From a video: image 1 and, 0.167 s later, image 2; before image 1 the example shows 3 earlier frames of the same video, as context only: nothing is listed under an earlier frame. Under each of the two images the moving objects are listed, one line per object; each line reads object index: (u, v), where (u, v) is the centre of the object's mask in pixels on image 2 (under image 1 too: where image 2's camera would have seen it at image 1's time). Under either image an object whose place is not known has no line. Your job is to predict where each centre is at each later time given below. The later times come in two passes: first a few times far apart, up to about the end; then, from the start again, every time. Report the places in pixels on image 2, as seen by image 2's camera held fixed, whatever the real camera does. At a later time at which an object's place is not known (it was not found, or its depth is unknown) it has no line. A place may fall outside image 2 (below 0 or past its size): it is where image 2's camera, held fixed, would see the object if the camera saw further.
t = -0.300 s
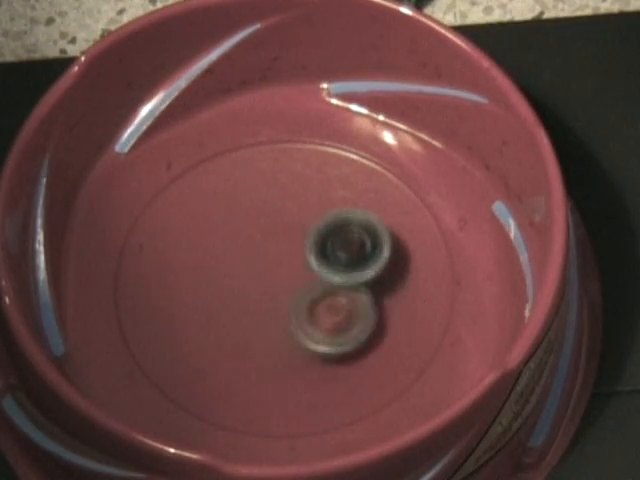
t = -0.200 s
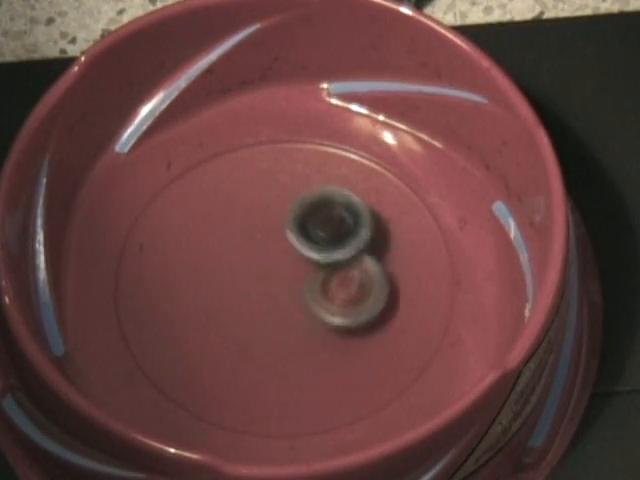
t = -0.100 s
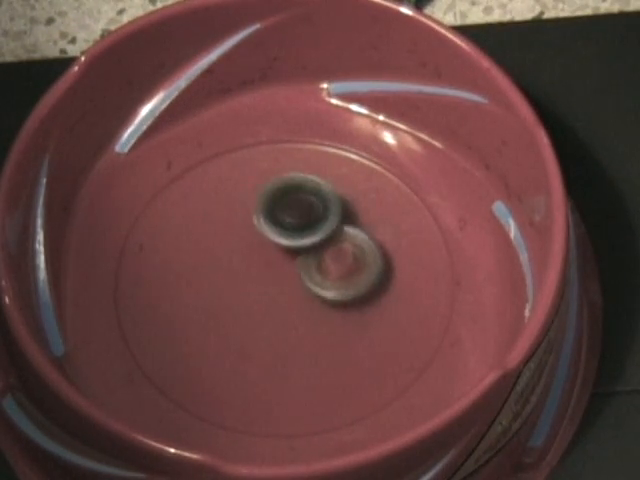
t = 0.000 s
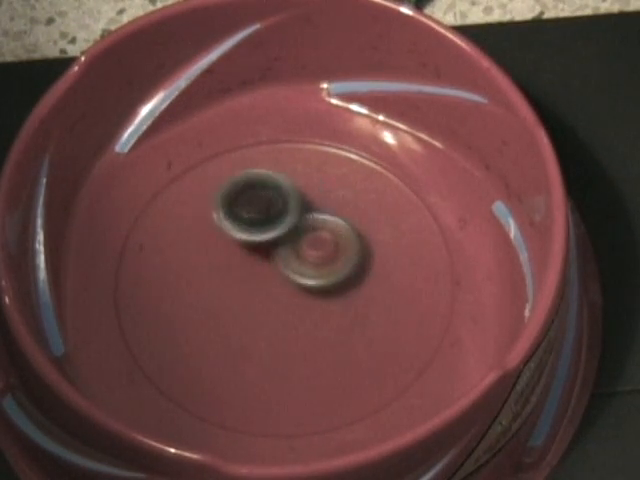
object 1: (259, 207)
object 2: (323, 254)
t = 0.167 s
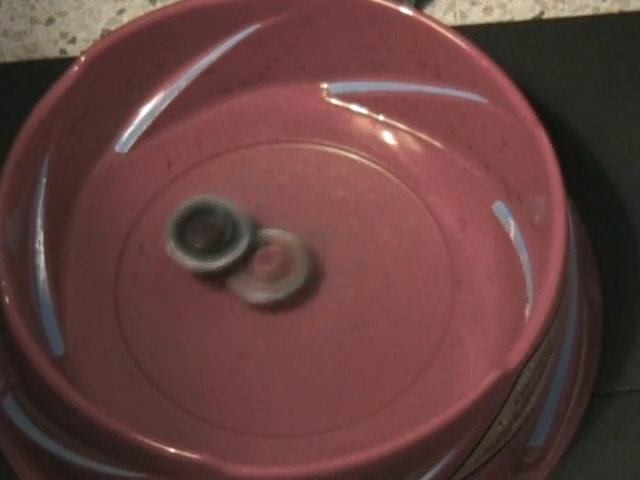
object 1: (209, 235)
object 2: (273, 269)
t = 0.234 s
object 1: (200, 253)
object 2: (263, 287)
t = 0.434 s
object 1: (213, 305)
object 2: (301, 331)
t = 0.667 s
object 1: (297, 320)
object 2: (358, 290)
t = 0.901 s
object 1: (350, 282)
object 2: (296, 238)
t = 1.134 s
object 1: (328, 234)
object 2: (234, 285)
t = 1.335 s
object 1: (268, 236)
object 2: (266, 339)
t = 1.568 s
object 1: (233, 286)
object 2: (339, 311)
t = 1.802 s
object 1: (275, 323)
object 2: (315, 247)
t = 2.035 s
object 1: (331, 287)
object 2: (238, 254)
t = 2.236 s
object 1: (328, 237)
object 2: (233, 309)
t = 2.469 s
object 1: (271, 222)
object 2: (312, 322)
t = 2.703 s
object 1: (242, 271)
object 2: (337, 256)
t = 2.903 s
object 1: (273, 314)
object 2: (280, 228)
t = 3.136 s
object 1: (333, 305)
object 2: (235, 282)
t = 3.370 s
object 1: (335, 254)
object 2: (298, 329)
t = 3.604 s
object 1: (274, 233)
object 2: (352, 284)
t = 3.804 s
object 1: (231, 258)
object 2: (319, 242)
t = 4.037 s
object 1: (252, 309)
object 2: (245, 251)
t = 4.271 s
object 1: (317, 320)
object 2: (246, 313)
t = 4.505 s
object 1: (389, 282)
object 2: (284, 313)
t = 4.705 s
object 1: (374, 236)
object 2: (299, 281)
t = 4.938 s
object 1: (304, 222)
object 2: (248, 268)
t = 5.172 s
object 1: (249, 235)
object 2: (227, 316)
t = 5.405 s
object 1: (239, 283)
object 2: (297, 331)
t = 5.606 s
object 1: (276, 310)
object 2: (340, 278)
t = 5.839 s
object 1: (328, 291)
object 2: (292, 228)
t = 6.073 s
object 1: (328, 247)
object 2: (238, 260)
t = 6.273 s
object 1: (283, 235)
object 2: (263, 310)
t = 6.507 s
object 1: (242, 270)
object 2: (331, 305)
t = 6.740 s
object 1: (267, 314)
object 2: (338, 254)
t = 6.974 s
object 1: (326, 292)
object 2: (269, 250)
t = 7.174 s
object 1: (328, 245)
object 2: (251, 298)
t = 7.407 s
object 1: (275, 226)
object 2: (304, 335)
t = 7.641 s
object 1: (238, 272)
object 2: (341, 291)
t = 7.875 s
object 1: (274, 320)
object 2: (292, 249)
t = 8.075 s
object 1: (326, 310)
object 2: (240, 269)
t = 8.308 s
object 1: (342, 260)
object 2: (246, 319)
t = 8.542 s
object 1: (298, 227)
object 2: (314, 316)
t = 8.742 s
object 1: (260, 231)
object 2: (331, 267)
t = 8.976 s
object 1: (238, 269)
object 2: (287, 229)
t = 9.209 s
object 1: (251, 324)
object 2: (244, 251)
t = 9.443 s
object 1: (309, 344)
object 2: (270, 281)
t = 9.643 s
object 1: (355, 329)
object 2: (293, 262)
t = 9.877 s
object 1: (357, 274)
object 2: (287, 262)
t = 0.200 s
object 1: (203, 243)
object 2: (266, 277)
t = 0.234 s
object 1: (200, 253)
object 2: (263, 287)
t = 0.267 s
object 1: (196, 261)
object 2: (266, 299)
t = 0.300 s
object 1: (194, 270)
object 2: (270, 308)
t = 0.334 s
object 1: (196, 279)
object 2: (274, 316)
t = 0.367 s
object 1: (199, 289)
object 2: (282, 322)
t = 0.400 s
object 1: (205, 297)
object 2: (292, 328)
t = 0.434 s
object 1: (213, 305)
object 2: (301, 331)
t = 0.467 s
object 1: (221, 312)
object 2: (310, 332)
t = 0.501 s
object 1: (233, 318)
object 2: (323, 330)
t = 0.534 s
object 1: (245, 322)
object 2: (333, 327)
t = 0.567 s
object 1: (258, 324)
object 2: (343, 321)
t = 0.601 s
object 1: (272, 324)
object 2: (351, 313)
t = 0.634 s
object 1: (285, 323)
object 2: (354, 301)
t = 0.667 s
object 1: (297, 320)
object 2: (358, 290)
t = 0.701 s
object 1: (305, 318)
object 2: (359, 276)
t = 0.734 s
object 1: (314, 314)
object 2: (356, 264)
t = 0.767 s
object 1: (325, 310)
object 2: (347, 252)
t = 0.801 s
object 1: (333, 305)
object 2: (334, 244)
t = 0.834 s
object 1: (341, 298)
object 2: (319, 239)
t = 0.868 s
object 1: (346, 291)
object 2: (306, 237)
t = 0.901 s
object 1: (350, 282)
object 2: (296, 238)
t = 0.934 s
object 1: (352, 274)
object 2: (283, 242)
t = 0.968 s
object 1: (352, 265)
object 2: (273, 247)
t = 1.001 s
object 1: (351, 257)
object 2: (261, 250)
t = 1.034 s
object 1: (348, 250)
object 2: (251, 257)
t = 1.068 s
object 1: (343, 243)
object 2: (244, 265)
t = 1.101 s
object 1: (335, 238)
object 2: (237, 274)
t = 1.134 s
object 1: (328, 234)
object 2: (234, 285)
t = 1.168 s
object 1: (318, 231)
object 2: (235, 297)
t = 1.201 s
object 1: (309, 229)
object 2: (236, 308)
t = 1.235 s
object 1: (298, 229)
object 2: (239, 317)
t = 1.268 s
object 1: (288, 230)
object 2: (247, 327)
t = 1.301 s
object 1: (278, 233)
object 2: (254, 334)
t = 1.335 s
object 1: (268, 236)
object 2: (266, 339)
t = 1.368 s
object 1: (261, 240)
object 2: (277, 342)
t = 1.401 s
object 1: (254, 247)
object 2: (290, 343)
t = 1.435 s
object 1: (245, 253)
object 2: (302, 340)
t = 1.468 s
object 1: (239, 260)
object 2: (315, 336)
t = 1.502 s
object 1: (236, 269)
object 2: (325, 329)
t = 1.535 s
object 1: (233, 277)
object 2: (333, 321)
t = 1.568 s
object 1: (233, 286)
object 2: (339, 311)
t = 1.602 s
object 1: (235, 294)
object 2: (342, 300)
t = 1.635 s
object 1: (238, 301)
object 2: (343, 290)
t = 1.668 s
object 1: (242, 308)
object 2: (341, 279)
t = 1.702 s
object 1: (247, 313)
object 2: (338, 269)
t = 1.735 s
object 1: (255, 318)
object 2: (332, 260)
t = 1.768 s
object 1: (263, 321)
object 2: (324, 254)
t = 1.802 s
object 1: (275, 323)
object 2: (315, 247)
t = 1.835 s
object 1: (285, 323)
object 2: (303, 242)
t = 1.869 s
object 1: (296, 320)
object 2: (293, 239)
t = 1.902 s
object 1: (303, 315)
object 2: (281, 239)
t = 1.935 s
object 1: (313, 310)
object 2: (269, 239)
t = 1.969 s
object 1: (320, 303)
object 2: (258, 241)
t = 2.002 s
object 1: (327, 296)
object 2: (248, 248)
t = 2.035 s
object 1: (331, 287)
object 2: (238, 254)
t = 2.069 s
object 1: (335, 278)
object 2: (233, 263)
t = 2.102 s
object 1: (336, 270)
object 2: (229, 272)
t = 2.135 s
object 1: (335, 259)
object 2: (226, 282)
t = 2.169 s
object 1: (335, 251)
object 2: (227, 292)
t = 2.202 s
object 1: (333, 243)
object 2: (229, 301)
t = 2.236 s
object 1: (328, 237)
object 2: (233, 309)
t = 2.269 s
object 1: (321, 231)
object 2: (242, 317)
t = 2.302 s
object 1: (314, 226)
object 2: (252, 323)
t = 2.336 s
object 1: (306, 223)
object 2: (264, 328)
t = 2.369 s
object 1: (298, 220)
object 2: (277, 330)
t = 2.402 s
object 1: (289, 219)
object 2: (288, 330)
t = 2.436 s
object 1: (280, 220)
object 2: (301, 327)
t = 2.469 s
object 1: (271, 222)
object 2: (312, 322)
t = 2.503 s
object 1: (264, 226)
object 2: (322, 315)
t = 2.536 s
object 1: (256, 231)
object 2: (330, 306)
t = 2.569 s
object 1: (250, 238)
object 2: (336, 297)
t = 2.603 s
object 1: (245, 246)
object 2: (340, 287)
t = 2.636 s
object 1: (242, 253)
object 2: (341, 276)
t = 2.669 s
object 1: (241, 262)
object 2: (341, 266)
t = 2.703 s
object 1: (242, 271)
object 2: (337, 256)
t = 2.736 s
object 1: (244, 280)
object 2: (332, 248)
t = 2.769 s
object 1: (245, 289)
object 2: (322, 240)
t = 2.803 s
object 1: (252, 296)
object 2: (313, 235)
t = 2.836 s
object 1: (259, 303)
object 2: (303, 231)
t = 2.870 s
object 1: (266, 309)
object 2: (291, 227)
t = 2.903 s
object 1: (273, 314)
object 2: (280, 228)
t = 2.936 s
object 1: (281, 316)
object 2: (268, 229)
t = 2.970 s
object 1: (293, 319)
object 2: (258, 235)
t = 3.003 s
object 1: (301, 318)
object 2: (248, 243)
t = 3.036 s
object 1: (312, 317)
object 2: (241, 252)
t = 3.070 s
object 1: (317, 314)
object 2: (236, 261)
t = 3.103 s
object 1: (326, 310)
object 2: (234, 272)
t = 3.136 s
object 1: (333, 305)
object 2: (235, 282)
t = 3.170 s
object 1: (337, 298)
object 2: (237, 292)
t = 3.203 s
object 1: (341, 291)
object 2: (243, 303)
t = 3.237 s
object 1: (342, 283)
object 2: (251, 313)
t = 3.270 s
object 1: (342, 275)
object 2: (261, 320)
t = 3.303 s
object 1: (341, 268)
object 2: (271, 325)
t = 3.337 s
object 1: (337, 260)
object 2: (285, 328)
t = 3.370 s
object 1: (335, 254)
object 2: (298, 329)
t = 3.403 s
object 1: (330, 248)
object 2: (309, 327)
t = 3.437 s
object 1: (322, 243)
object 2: (320, 324)
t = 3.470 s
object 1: (313, 239)
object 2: (330, 319)
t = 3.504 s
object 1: (303, 236)
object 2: (339, 312)
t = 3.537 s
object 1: (293, 234)
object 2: (345, 304)
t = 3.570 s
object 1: (284, 233)
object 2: (350, 295)
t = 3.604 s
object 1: (274, 233)
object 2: (352, 284)
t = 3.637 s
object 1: (265, 234)
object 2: (351, 275)
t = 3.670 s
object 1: (255, 237)
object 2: (349, 265)
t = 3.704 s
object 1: (247, 241)
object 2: (344, 257)
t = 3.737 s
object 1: (240, 246)
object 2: (337, 250)
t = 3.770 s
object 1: (235, 252)
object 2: (328, 245)
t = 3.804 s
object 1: (231, 258)
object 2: (319, 242)
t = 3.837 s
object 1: (229, 266)
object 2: (309, 239)
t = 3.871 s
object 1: (229, 273)
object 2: (299, 237)
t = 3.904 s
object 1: (230, 280)
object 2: (287, 236)
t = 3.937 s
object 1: (233, 288)
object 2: (279, 239)
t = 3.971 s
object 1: (238, 293)
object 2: (269, 240)
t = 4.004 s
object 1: (244, 299)
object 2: (258, 245)
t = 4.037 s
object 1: (252, 309)
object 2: (245, 251)
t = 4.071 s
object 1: (259, 315)
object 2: (240, 257)
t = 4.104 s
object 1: (268, 319)
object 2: (236, 267)
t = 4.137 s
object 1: (278, 322)
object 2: (233, 277)
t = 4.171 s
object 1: (288, 325)
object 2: (232, 287)
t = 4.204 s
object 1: (298, 325)
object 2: (234, 296)
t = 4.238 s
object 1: (307, 323)
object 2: (238, 306)
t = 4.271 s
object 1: (317, 320)
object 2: (246, 313)
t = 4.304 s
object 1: (326, 317)
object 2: (255, 319)
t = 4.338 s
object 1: (345, 314)
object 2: (264, 321)
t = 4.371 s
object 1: (359, 311)
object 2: (266, 320)
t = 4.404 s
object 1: (368, 307)
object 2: (269, 319)
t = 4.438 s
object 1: (377, 299)
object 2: (273, 318)
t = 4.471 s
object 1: (383, 291)
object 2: (279, 316)
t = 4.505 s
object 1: (389, 282)
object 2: (284, 313)
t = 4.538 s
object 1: (390, 272)
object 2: (290, 309)
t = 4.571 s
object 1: (391, 264)
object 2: (295, 305)
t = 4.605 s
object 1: (389, 256)
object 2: (298, 301)
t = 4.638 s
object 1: (385, 248)
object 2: (300, 295)
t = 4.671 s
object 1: (381, 242)
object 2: (300, 289)
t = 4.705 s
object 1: (374, 236)
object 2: (299, 281)
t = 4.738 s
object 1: (365, 232)
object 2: (296, 275)
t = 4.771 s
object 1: (351, 227)
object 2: (290, 270)
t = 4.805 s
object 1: (342, 224)
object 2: (284, 267)
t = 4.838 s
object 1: (333, 222)
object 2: (273, 264)
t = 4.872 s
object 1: (326, 222)
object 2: (264, 263)
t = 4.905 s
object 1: (315, 222)
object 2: (256, 265)
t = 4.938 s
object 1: (304, 222)
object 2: (248, 268)
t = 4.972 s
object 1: (296, 223)
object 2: (241, 272)
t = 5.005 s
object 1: (285, 224)
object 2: (235, 277)
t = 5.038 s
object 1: (273, 224)
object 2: (230, 285)
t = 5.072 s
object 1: (271, 225)
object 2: (224, 291)
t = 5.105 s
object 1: (264, 227)
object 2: (222, 300)
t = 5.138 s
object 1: (256, 230)
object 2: (223, 308)
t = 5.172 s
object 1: (249, 235)
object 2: (227, 316)
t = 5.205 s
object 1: (243, 240)
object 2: (234, 323)
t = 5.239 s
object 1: (238, 246)
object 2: (243, 329)
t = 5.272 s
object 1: (234, 253)
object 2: (252, 333)
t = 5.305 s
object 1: (233, 260)
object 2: (262, 335)
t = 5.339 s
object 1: (231, 267)
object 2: (273, 336)
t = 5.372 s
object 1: (234, 275)
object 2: (285, 335)
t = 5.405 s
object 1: (239, 283)
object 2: (297, 331)
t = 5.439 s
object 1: (242, 290)
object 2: (308, 326)
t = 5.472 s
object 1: (247, 295)
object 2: (319, 319)
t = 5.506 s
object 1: (253, 300)
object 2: (328, 311)
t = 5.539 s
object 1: (260, 304)
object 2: (335, 302)
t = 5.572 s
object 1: (267, 307)
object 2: (340, 290)
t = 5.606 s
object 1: (276, 310)
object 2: (340, 278)
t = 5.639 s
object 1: (284, 310)
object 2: (338, 265)
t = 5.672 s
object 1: (293, 309)
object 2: (331, 253)
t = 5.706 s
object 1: (301, 307)
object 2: (324, 245)
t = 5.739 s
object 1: (310, 305)
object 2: (316, 239)
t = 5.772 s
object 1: (317, 301)
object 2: (310, 234)
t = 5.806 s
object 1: (323, 296)
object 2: (300, 230)
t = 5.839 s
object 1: (328, 291)
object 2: (292, 228)
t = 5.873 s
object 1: (332, 284)
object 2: (283, 228)
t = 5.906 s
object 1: (335, 278)
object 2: (273, 230)
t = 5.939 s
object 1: (336, 271)
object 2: (263, 233)
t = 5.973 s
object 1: (336, 264)
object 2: (254, 237)
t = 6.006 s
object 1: (335, 258)
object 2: (247, 244)
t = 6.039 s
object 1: (333, 251)
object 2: (241, 251)
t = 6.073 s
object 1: (328, 247)
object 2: (238, 260)
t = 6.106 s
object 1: (321, 241)
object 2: (236, 268)
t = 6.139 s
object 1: (317, 239)
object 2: (237, 276)
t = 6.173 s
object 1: (310, 236)
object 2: (241, 286)
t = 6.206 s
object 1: (298, 234)
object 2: (247, 296)
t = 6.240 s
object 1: (291, 234)
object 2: (255, 304)
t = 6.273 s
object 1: (283, 235)
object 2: (263, 310)
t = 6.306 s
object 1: (276, 238)
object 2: (274, 315)
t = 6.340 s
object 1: (268, 241)
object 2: (284, 317)
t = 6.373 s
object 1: (261, 245)
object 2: (294, 318)
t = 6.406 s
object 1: (255, 250)
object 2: (305, 317)
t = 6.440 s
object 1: (249, 256)
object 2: (314, 314)
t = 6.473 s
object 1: (245, 263)
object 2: (323, 310)
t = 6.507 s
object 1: (242, 270)
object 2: (331, 305)
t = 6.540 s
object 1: (241, 278)
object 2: (338, 299)
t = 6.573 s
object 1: (241, 286)
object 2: (344, 292)
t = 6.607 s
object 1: (242, 293)
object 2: (347, 285)
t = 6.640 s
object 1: (247, 300)
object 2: (348, 276)
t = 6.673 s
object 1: (253, 306)
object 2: (347, 267)
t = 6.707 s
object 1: (259, 310)
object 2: (343, 259)
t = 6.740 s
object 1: (267, 314)
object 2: (338, 254)
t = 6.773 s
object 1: (277, 316)
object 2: (329, 248)
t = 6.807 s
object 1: (287, 316)
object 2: (322, 245)
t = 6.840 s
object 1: (296, 315)
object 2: (311, 241)
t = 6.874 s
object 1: (306, 311)
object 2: (300, 240)
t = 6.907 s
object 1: (313, 306)
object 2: (290, 241)
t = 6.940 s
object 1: (319, 300)
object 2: (280, 245)
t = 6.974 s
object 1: (326, 292)
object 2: (269, 250)
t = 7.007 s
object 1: (330, 285)
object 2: (262, 257)
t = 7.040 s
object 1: (332, 277)
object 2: (256, 266)
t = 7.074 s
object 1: (334, 269)
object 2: (253, 276)
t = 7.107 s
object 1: (334, 260)
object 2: (251, 284)
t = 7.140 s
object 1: (333, 252)
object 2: (250, 291)
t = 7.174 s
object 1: (328, 245)
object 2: (251, 298)
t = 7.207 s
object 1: (323, 238)
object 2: (256, 310)
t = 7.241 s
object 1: (316, 232)
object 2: (260, 316)
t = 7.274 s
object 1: (312, 228)
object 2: (268, 325)
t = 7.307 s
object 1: (303, 226)
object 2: (275, 330)
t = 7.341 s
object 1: (291, 224)
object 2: (285, 334)
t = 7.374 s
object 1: (284, 224)
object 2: (294, 336)
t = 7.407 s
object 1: (275, 226)
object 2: (304, 335)
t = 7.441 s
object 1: (267, 229)
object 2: (314, 333)
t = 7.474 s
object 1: (259, 233)
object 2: (323, 328)
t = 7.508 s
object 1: (251, 240)
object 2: (330, 323)
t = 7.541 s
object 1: (246, 247)
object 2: (336, 316)
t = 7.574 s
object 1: (241, 254)
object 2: (339, 309)
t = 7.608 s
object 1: (239, 263)
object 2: (341, 300)
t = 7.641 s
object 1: (238, 272)
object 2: (341, 291)
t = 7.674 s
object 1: (236, 281)
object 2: (338, 283)
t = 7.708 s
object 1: (239, 289)
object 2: (335, 275)
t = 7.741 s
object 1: (244, 298)
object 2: (329, 268)
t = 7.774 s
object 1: (249, 305)
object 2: (324, 263)
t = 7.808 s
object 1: (257, 311)
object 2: (313, 256)
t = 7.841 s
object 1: (266, 317)
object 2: (304, 253)
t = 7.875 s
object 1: (274, 320)
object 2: (292, 249)
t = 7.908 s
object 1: (284, 322)
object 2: (280, 249)
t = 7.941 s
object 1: (293, 322)
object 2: (270, 250)
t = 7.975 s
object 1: (305, 321)
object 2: (263, 254)
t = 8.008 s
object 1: (311, 317)
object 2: (255, 258)
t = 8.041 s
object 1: (321, 314)
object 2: (247, 263)
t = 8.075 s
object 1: (326, 310)
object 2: (240, 269)
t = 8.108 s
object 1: (332, 304)
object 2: (235, 276)
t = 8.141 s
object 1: (338, 298)
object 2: (232, 283)
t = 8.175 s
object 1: (340, 290)
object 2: (231, 291)
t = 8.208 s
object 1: (343, 282)
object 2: (231, 299)
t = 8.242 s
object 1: (343, 275)
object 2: (234, 306)
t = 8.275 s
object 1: (343, 267)
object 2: (240, 314)
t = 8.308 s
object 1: (342, 260)
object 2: (246, 319)
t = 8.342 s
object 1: (338, 253)
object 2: (258, 326)
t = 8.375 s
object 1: (333, 246)
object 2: (267, 329)
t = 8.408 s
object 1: (327, 241)
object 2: (274, 329)
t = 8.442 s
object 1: (322, 237)
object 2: (287, 330)
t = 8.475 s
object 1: (312, 231)
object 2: (297, 326)
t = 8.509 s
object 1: (308, 230)
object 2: (306, 322)
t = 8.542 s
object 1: (298, 227)
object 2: (314, 316)
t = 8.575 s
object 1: (293, 227)
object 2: (321, 309)
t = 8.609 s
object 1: (286, 226)
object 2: (326, 301)
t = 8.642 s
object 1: (279, 227)
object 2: (330, 293)
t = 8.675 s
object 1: (273, 228)
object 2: (332, 284)
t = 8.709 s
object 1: (265, 229)
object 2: (332, 274)
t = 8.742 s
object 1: (260, 231)
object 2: (331, 267)
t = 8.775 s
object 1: (254, 235)
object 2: (329, 260)
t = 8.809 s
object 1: (249, 239)
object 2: (325, 253)
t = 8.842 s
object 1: (244, 244)
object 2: (317, 246)
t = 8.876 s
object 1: (241, 249)
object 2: (312, 240)
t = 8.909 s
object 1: (238, 255)
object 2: (303, 235)
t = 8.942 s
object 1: (238, 261)
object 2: (295, 232)
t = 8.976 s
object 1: (238, 269)
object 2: (287, 229)
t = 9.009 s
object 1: (233, 281)
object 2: (276, 227)
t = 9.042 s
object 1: (231, 291)
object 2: (268, 229)
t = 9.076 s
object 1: (234, 298)
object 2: (262, 230)
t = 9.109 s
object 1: (237, 305)
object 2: (255, 234)
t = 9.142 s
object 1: (240, 312)
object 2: (250, 239)
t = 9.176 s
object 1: (245, 318)
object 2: (246, 244)
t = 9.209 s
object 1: (251, 324)
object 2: (244, 251)
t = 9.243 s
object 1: (258, 328)
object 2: (244, 259)
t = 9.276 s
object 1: (265, 331)
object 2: (244, 265)
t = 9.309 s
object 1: (272, 333)
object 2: (247, 272)
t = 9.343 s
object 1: (280, 333)
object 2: (250, 277)
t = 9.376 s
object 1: (288, 331)
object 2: (256, 282)
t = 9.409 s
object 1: (300, 335)
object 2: (264, 284)
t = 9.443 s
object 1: (309, 344)
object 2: (270, 281)
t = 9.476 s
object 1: (316, 347)
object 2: (277, 278)
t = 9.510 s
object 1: (323, 346)
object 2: (281, 272)
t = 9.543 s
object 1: (333, 344)
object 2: (285, 269)
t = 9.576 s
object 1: (341, 340)
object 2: (288, 267)
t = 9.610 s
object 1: (349, 335)
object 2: (291, 264)
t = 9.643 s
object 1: (355, 329)
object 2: (293, 262)
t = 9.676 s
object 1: (359, 322)
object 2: (294, 261)
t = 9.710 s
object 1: (362, 315)
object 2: (294, 260)
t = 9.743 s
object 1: (364, 307)
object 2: (294, 259)
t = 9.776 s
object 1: (364, 299)
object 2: (295, 259)
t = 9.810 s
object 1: (363, 291)
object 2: (293, 259)
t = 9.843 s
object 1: (360, 283)
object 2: (291, 260)
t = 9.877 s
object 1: (357, 274)
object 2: (287, 262)
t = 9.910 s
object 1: (354, 267)
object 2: (284, 266)
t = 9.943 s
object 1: (353, 260)
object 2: (283, 269)
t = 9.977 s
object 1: (350, 254)
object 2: (281, 273)
